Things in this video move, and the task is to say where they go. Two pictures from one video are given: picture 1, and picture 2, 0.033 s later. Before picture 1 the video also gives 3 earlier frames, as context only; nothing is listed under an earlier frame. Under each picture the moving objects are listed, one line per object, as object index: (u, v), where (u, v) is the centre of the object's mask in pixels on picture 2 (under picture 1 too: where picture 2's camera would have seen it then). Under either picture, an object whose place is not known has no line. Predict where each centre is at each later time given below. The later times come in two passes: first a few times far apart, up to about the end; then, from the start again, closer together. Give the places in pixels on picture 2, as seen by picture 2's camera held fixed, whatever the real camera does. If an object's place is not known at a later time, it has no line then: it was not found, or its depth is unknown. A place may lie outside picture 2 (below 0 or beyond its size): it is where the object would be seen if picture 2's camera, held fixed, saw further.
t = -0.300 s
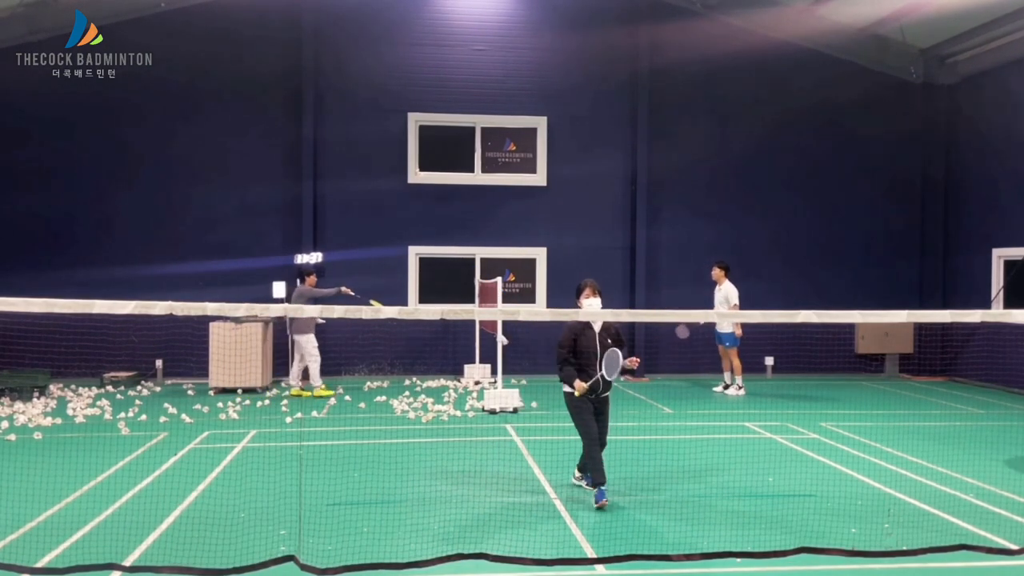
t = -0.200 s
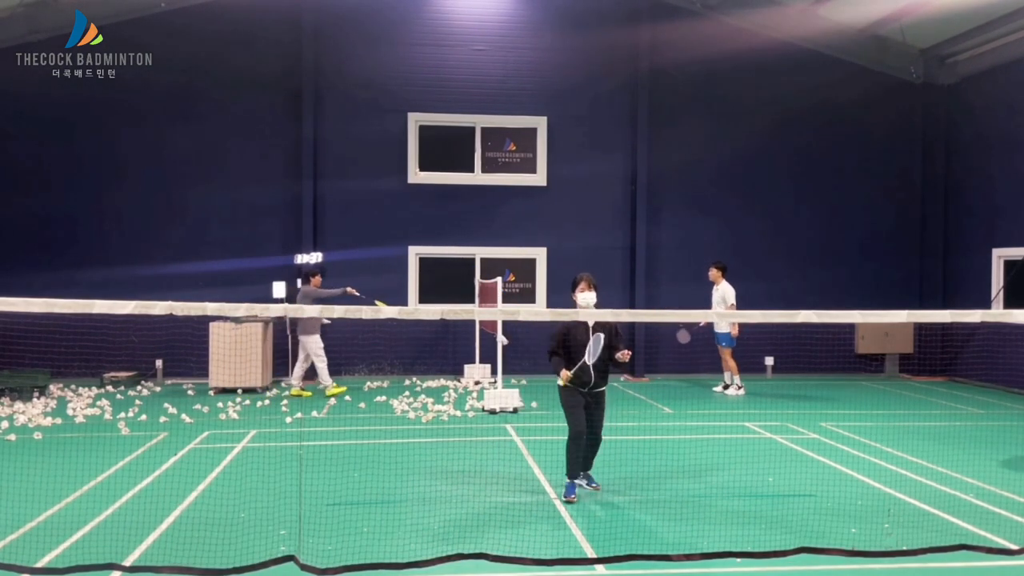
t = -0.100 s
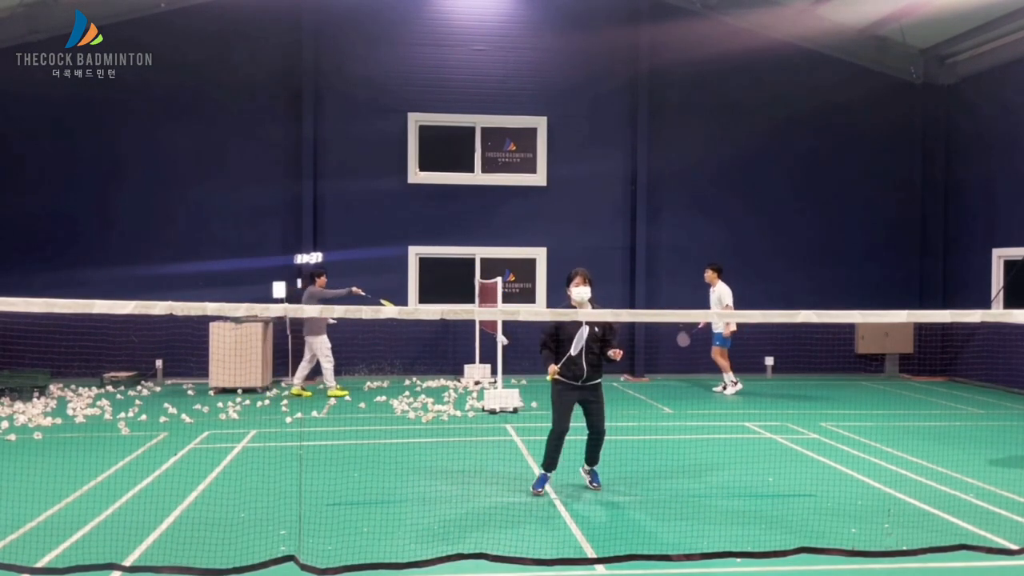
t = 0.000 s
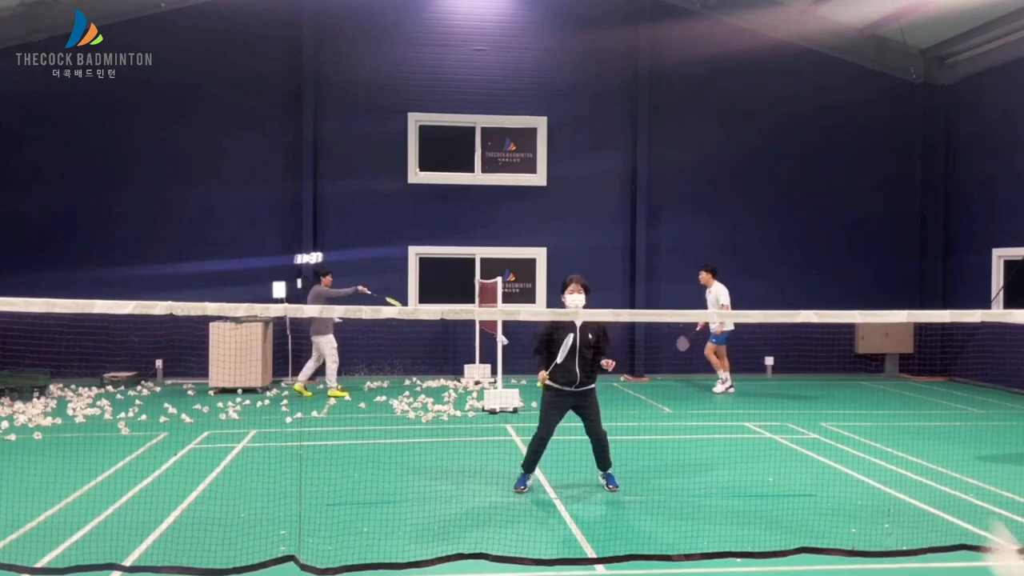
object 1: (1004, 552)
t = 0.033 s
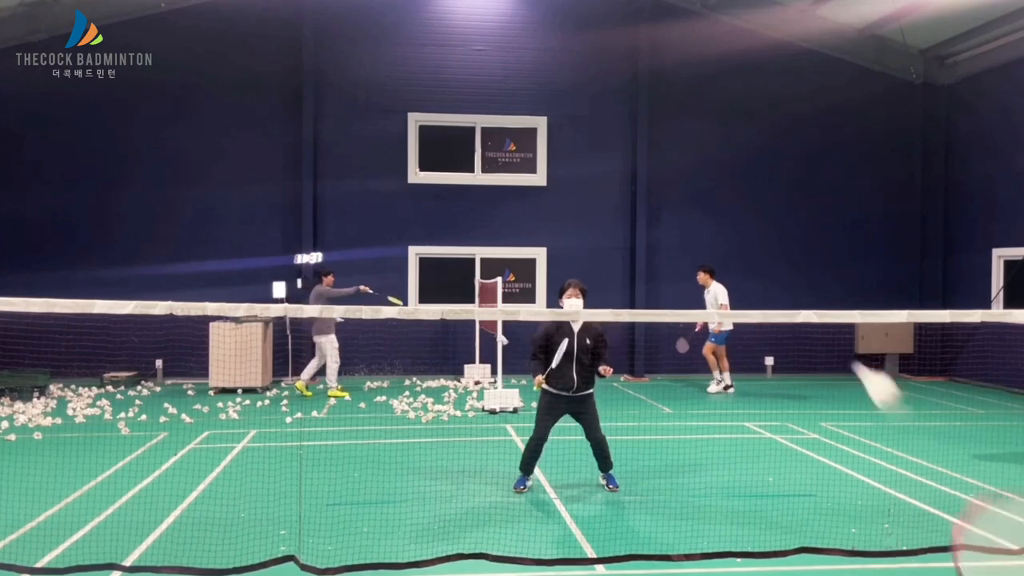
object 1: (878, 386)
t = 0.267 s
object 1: (530, 45)
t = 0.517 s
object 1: (420, 27)
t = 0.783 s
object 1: (364, 112)
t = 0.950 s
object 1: (345, 194)
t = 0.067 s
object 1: (783, 278)
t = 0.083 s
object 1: (748, 244)
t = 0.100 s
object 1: (714, 211)
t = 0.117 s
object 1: (685, 181)
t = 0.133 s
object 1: (660, 155)
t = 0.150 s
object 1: (639, 133)
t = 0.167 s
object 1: (619, 114)
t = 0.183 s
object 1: (601, 98)
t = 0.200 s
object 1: (585, 84)
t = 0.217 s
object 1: (570, 72)
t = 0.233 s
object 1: (556, 61)
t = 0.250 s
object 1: (543, 52)
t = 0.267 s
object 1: (530, 45)
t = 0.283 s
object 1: (520, 38)
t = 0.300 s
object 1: (509, 33)
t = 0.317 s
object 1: (499, 28)
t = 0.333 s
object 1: (490, 25)
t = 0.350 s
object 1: (482, 22)
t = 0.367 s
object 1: (474, 20)
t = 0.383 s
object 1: (467, 19)
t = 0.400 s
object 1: (459, 19)
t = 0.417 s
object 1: (453, 18)
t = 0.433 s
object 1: (447, 19)
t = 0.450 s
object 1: (441, 19)
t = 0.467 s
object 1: (435, 21)
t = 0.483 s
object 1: (430, 22)
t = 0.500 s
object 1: (425, 24)
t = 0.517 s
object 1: (420, 27)
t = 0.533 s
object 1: (415, 29)
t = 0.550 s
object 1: (410, 33)
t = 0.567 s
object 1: (406, 37)
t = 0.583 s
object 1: (402, 41)
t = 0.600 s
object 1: (398, 45)
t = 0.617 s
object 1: (394, 50)
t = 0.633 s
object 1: (391, 55)
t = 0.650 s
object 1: (387, 61)
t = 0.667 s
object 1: (384, 66)
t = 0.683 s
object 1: (381, 72)
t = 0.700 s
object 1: (378, 79)
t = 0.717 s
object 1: (375, 85)
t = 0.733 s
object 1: (372, 91)
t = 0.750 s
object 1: (370, 98)
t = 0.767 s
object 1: (367, 105)
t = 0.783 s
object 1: (364, 112)
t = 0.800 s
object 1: (362, 119)
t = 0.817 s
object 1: (359, 127)
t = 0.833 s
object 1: (357, 134)
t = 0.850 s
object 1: (355, 142)
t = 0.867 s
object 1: (353, 150)
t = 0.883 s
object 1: (352, 159)
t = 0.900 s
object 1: (350, 167)
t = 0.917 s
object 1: (348, 176)
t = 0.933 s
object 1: (346, 185)
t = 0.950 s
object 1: (345, 194)
